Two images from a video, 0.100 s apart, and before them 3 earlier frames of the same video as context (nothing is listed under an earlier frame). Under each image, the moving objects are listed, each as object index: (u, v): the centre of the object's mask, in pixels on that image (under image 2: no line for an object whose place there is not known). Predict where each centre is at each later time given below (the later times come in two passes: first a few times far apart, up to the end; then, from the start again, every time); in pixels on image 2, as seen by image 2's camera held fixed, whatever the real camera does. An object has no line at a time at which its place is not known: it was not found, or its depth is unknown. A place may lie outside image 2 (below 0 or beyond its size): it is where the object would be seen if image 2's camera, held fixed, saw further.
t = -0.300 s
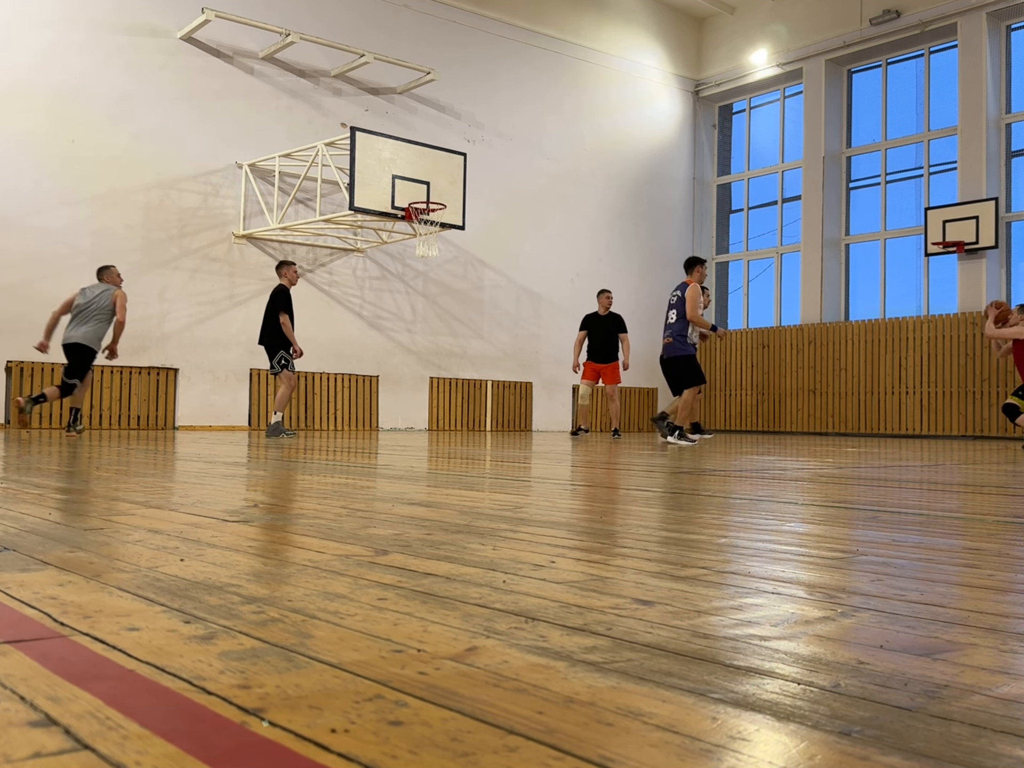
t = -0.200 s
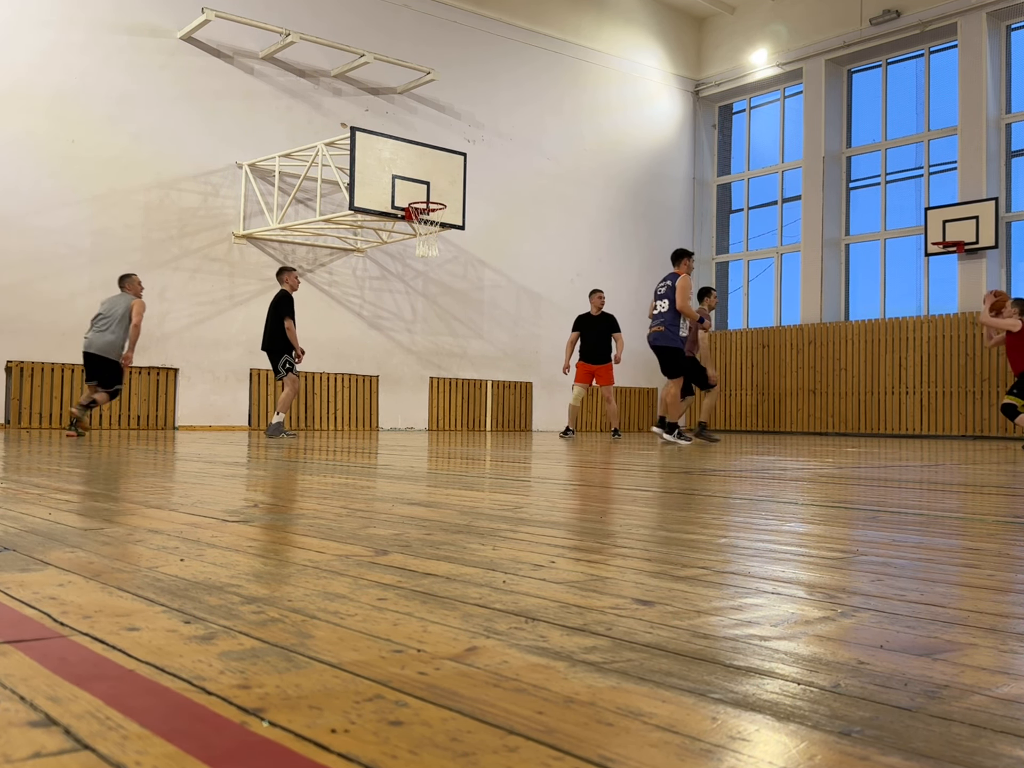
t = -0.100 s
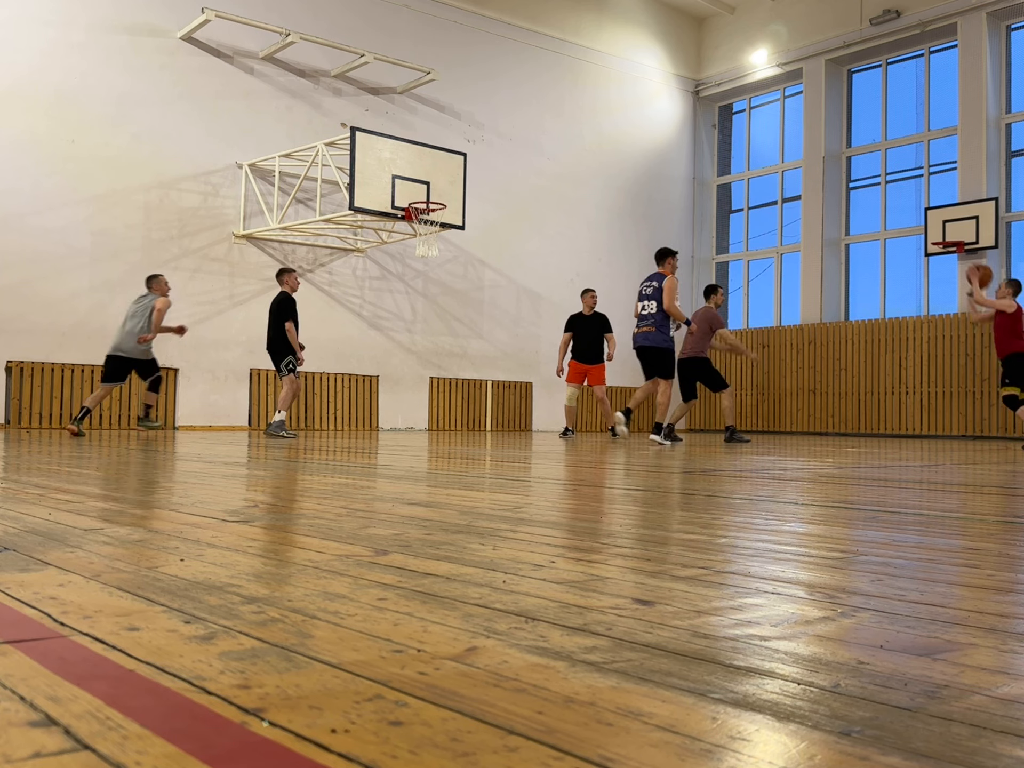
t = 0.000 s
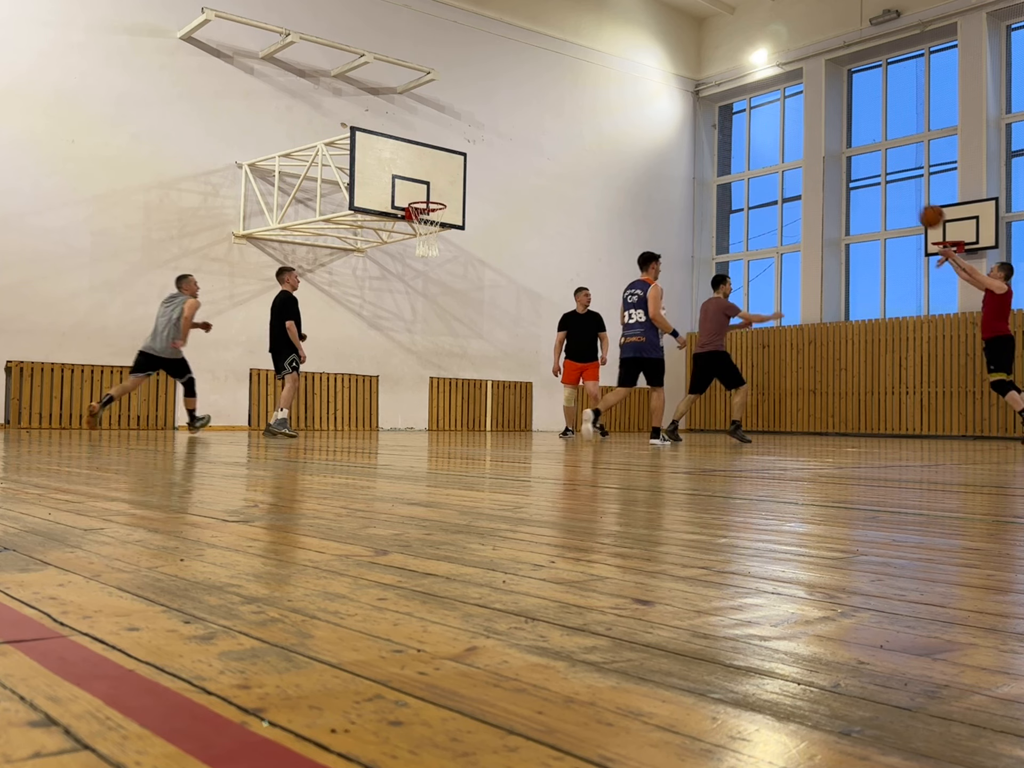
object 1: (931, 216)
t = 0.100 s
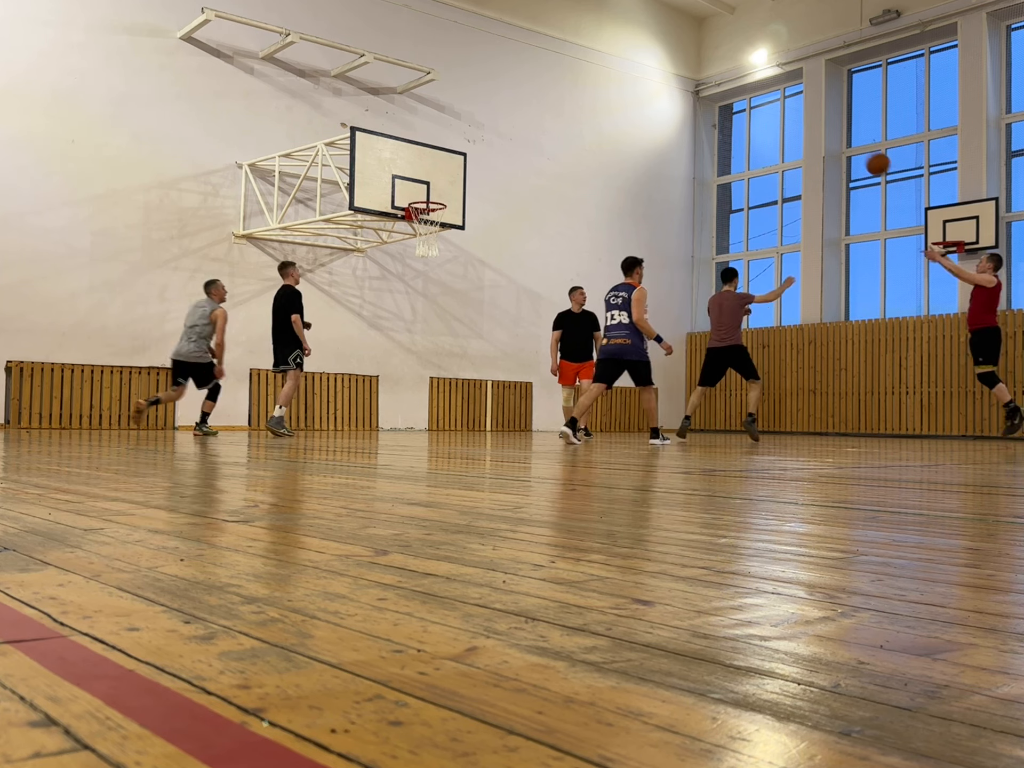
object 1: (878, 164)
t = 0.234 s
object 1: (810, 112)
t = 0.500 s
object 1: (689, 63)
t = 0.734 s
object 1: (594, 72)
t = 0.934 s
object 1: (519, 113)
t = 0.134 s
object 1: (861, 149)
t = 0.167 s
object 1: (843, 136)
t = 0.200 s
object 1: (827, 123)
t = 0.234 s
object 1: (810, 112)
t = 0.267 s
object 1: (794, 102)
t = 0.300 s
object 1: (779, 93)
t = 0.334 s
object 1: (763, 86)
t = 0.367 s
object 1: (747, 79)
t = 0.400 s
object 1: (733, 73)
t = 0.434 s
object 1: (718, 69)
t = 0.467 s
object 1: (703, 65)
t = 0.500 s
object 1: (689, 63)
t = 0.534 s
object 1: (675, 61)
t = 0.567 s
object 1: (661, 61)
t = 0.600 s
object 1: (647, 61)
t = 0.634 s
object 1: (633, 63)
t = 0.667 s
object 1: (620, 65)
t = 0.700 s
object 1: (607, 68)
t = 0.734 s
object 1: (594, 72)
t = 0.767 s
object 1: (581, 77)
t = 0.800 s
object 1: (568, 83)
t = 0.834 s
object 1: (556, 89)
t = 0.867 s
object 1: (544, 96)
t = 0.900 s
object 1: (531, 104)
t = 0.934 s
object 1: (519, 113)
